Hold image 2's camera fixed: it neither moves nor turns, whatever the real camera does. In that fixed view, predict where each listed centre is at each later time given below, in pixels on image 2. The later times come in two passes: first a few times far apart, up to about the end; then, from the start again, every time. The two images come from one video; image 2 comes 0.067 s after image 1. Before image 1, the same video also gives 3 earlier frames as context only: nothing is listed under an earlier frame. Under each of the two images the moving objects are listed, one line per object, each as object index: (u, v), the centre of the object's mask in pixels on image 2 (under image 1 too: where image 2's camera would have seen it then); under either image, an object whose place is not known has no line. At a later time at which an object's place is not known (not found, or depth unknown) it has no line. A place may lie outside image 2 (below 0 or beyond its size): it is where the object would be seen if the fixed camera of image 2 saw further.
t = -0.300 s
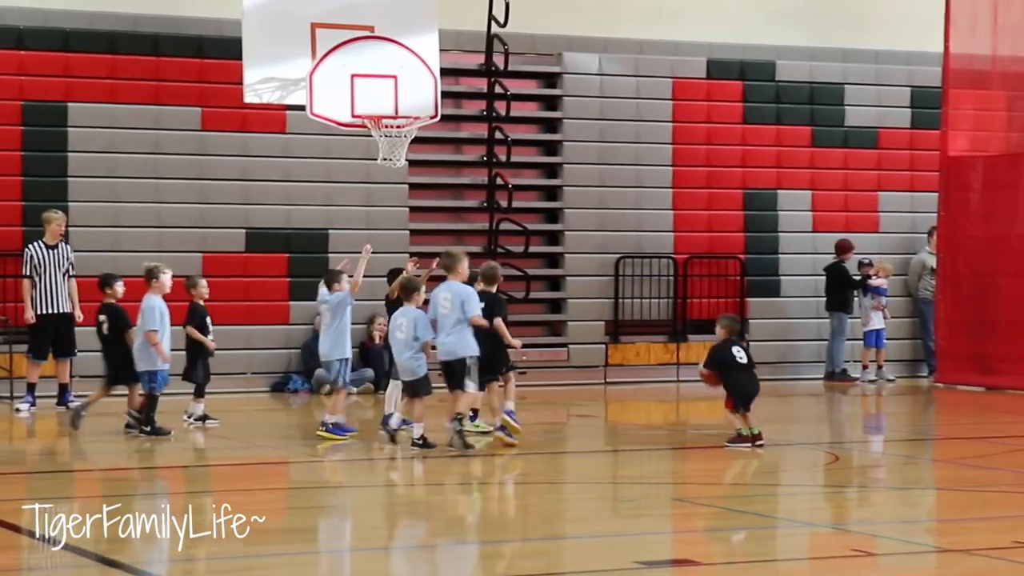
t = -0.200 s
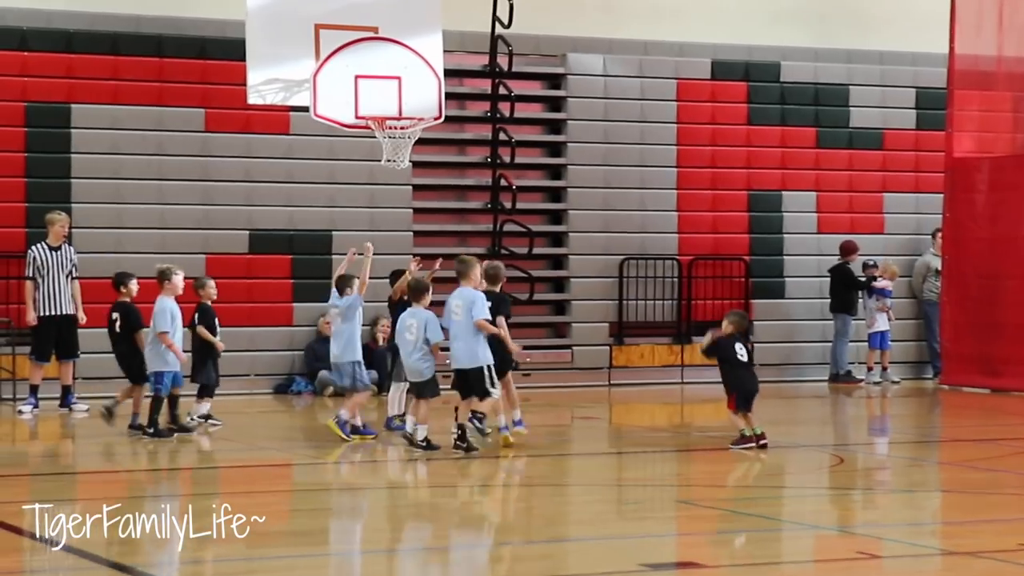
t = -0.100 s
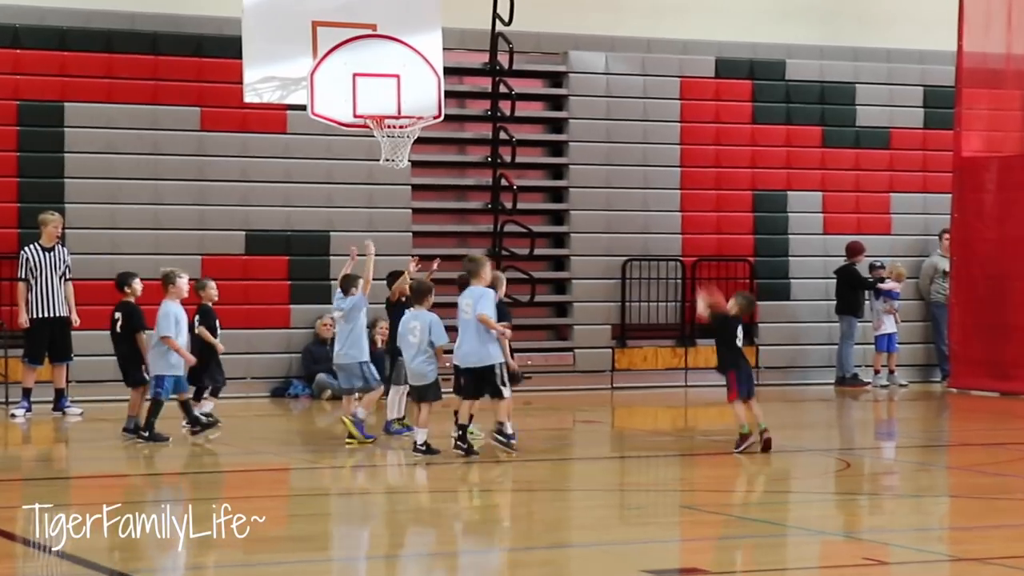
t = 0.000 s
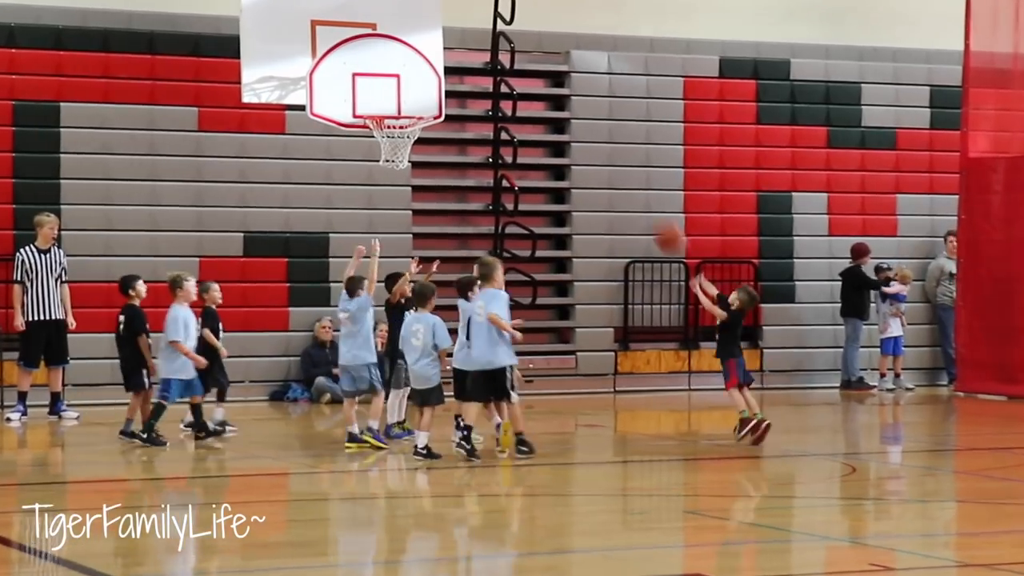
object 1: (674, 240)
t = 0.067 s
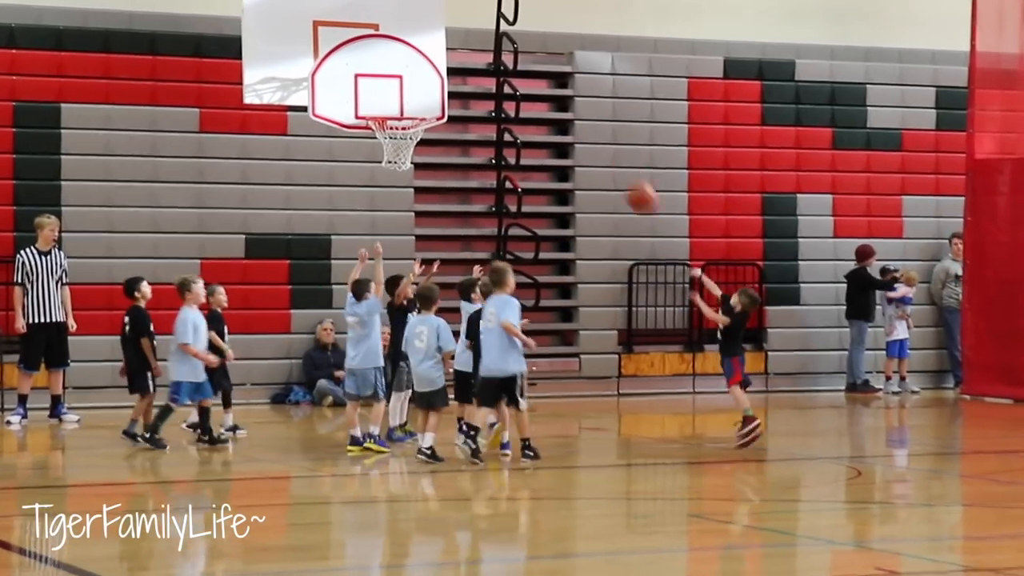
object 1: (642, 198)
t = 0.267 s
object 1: (549, 109)
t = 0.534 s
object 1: (432, 75)
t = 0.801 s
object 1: (372, 100)
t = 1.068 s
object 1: (387, 126)
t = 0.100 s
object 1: (628, 179)
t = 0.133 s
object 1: (611, 162)
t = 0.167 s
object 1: (596, 147)
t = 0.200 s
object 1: (579, 132)
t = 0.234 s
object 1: (564, 121)
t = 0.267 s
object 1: (549, 109)
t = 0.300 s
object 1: (535, 101)
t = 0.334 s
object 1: (518, 92)
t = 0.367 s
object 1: (505, 85)
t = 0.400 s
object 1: (491, 81)
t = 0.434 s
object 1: (477, 77)
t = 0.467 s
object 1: (463, 75)
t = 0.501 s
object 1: (450, 73)
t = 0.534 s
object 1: (432, 75)
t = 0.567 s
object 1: (418, 76)
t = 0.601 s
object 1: (405, 79)
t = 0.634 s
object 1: (392, 83)
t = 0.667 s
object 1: (378, 89)
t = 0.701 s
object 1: (370, 94)
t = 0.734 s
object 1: (370, 100)
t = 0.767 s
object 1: (370, 102)
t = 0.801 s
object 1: (372, 100)
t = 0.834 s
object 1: (374, 99)
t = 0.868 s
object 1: (376, 99)
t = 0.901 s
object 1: (378, 100)
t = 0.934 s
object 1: (380, 103)
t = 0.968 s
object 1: (382, 107)
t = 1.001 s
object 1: (384, 113)
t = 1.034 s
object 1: (385, 119)
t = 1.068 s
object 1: (387, 126)
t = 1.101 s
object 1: (389, 136)
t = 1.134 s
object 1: (391, 148)
